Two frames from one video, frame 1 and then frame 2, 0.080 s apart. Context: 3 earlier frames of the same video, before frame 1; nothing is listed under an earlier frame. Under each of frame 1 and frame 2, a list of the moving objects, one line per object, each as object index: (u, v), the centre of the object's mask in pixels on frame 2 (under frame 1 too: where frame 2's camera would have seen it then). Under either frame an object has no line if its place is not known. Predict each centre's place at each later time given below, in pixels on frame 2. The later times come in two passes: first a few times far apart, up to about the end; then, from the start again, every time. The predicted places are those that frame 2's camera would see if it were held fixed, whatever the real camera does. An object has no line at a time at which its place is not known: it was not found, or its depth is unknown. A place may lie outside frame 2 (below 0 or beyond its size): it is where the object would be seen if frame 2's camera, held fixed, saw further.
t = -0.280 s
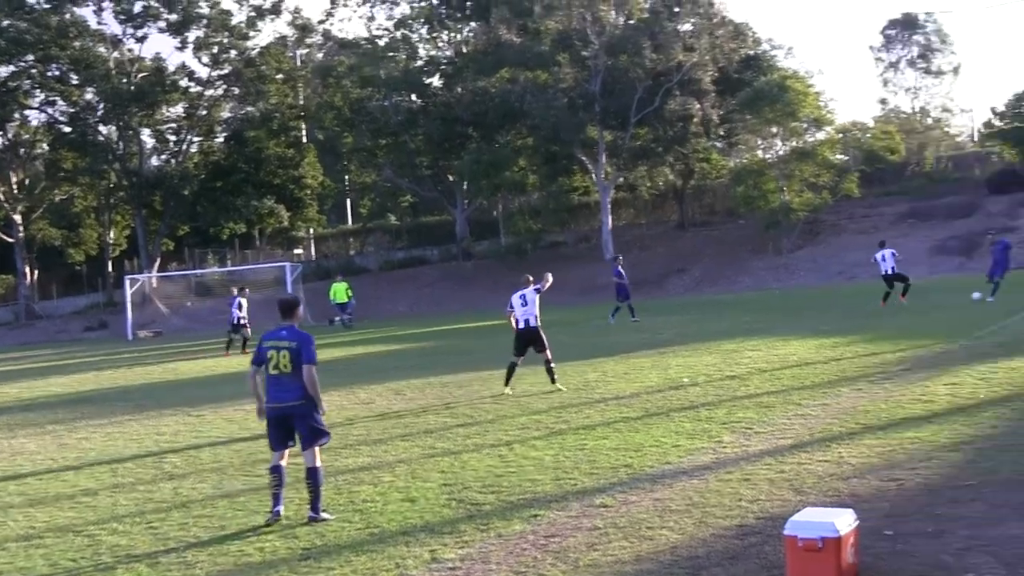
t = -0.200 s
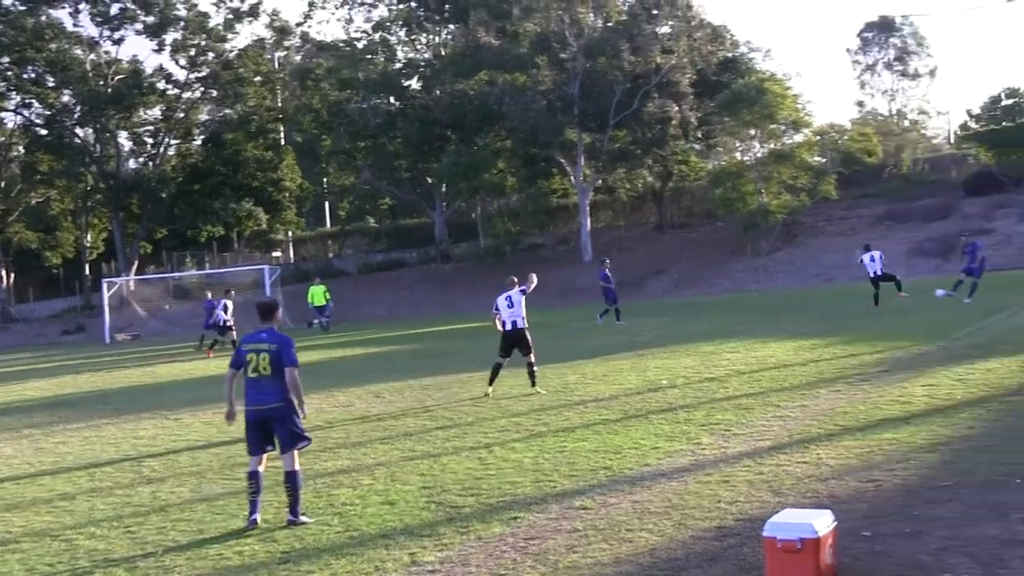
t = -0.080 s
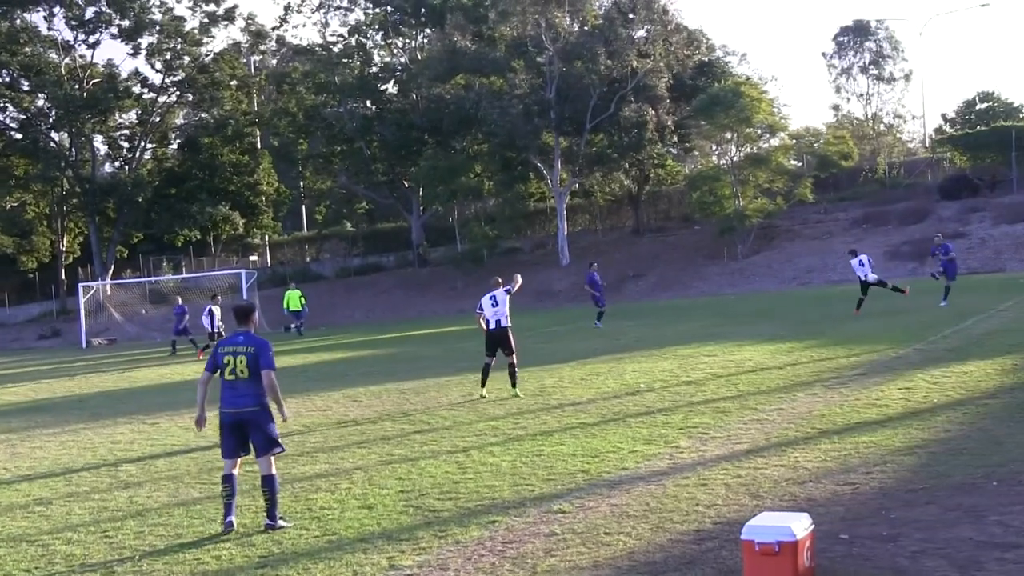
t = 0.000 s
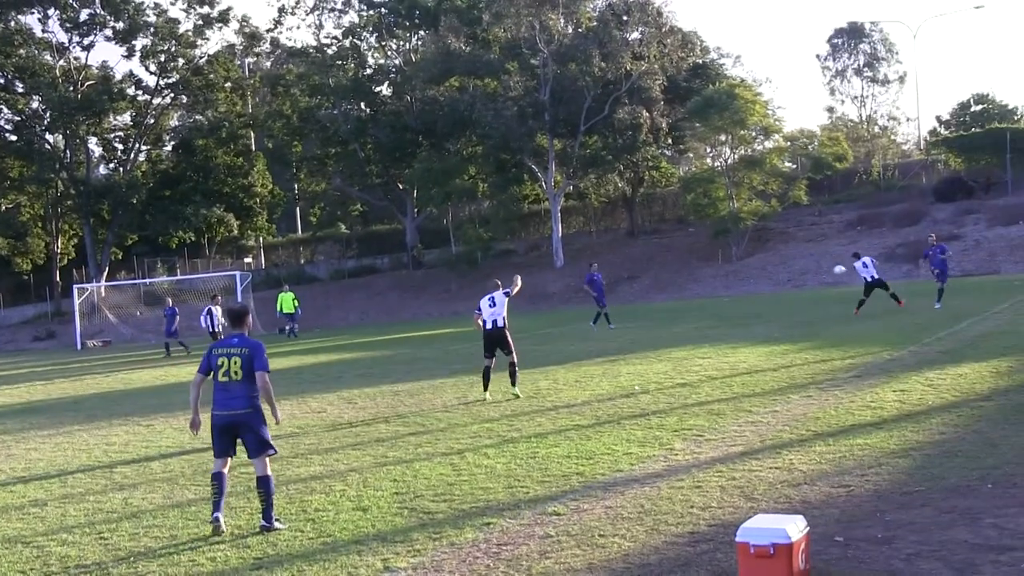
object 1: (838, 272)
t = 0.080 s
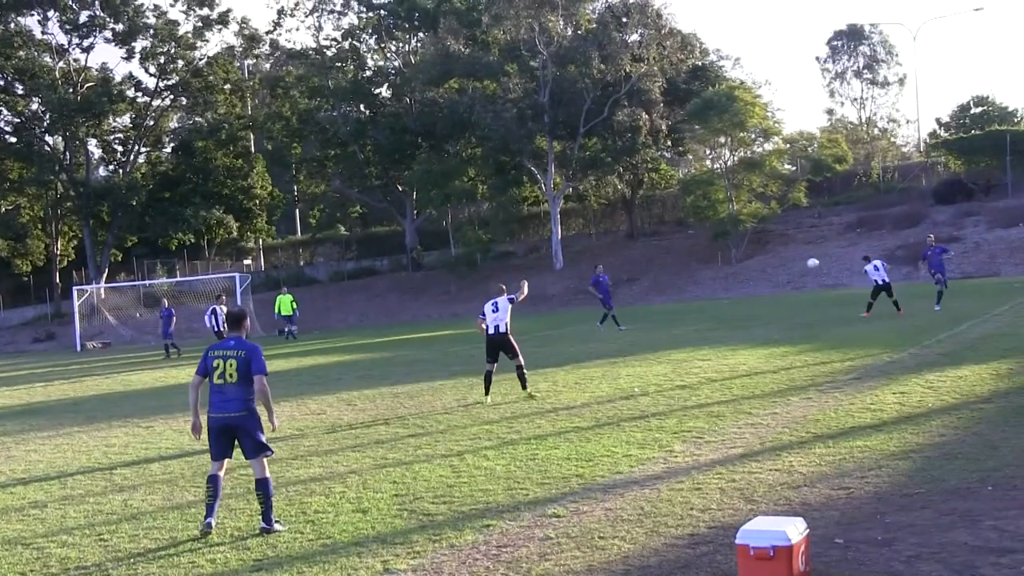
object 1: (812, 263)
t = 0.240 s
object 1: (763, 251)
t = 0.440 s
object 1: (712, 252)
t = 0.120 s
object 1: (800, 259)
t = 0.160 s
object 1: (787, 256)
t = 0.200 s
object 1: (775, 253)
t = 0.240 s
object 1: (763, 251)
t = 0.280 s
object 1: (753, 251)
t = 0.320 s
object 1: (742, 251)
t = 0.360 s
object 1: (731, 251)
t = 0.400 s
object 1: (721, 252)
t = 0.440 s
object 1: (712, 252)
